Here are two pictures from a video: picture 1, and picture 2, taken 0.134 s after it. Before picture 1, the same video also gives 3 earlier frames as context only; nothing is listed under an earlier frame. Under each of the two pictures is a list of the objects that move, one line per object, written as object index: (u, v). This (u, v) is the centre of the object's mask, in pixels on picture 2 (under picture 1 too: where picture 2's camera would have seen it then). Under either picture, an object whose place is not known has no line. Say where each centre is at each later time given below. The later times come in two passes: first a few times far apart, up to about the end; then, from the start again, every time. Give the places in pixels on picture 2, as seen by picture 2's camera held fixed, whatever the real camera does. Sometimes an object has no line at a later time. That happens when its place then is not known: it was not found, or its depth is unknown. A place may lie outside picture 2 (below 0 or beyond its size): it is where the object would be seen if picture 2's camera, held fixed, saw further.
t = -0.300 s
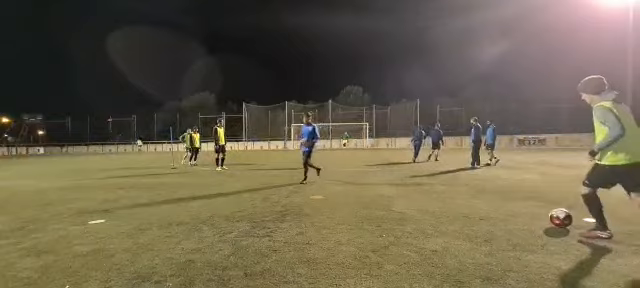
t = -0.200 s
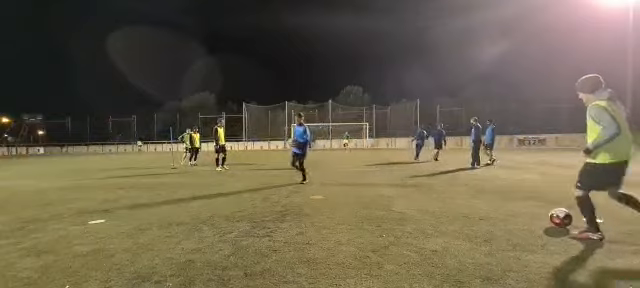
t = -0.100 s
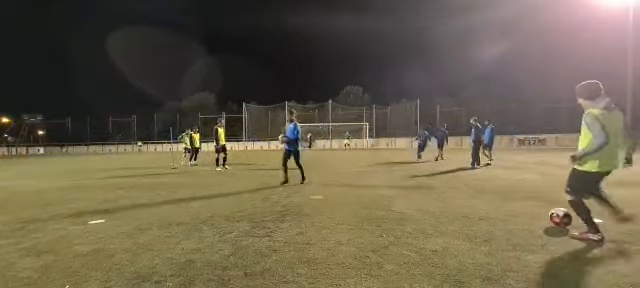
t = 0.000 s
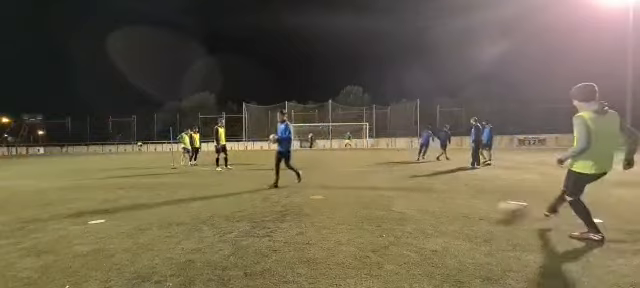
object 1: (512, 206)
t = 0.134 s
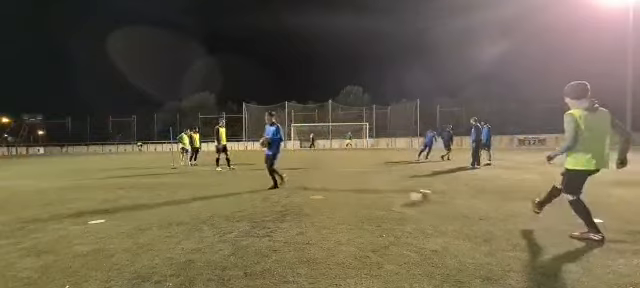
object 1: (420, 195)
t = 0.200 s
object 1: (389, 190)
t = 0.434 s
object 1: (318, 180)
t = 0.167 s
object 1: (403, 193)
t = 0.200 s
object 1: (389, 190)
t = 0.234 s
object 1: (377, 189)
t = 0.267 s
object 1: (365, 186)
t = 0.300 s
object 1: (353, 184)
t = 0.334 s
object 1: (343, 182)
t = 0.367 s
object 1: (334, 182)
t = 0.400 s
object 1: (326, 180)
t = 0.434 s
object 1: (318, 180)
